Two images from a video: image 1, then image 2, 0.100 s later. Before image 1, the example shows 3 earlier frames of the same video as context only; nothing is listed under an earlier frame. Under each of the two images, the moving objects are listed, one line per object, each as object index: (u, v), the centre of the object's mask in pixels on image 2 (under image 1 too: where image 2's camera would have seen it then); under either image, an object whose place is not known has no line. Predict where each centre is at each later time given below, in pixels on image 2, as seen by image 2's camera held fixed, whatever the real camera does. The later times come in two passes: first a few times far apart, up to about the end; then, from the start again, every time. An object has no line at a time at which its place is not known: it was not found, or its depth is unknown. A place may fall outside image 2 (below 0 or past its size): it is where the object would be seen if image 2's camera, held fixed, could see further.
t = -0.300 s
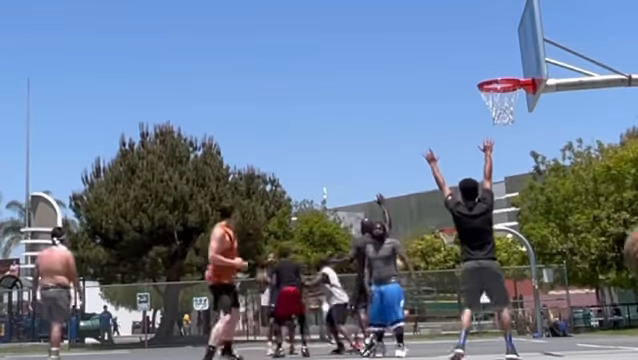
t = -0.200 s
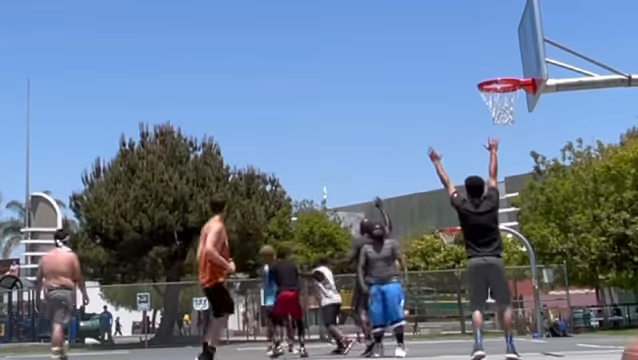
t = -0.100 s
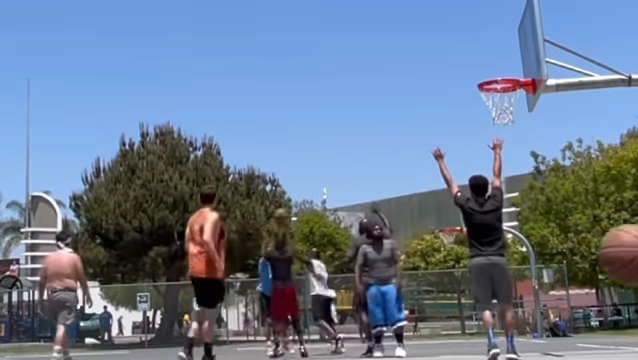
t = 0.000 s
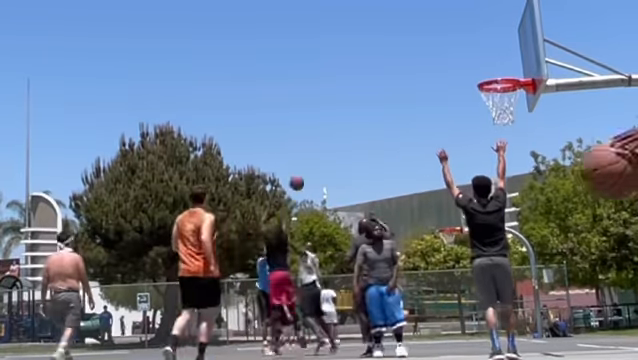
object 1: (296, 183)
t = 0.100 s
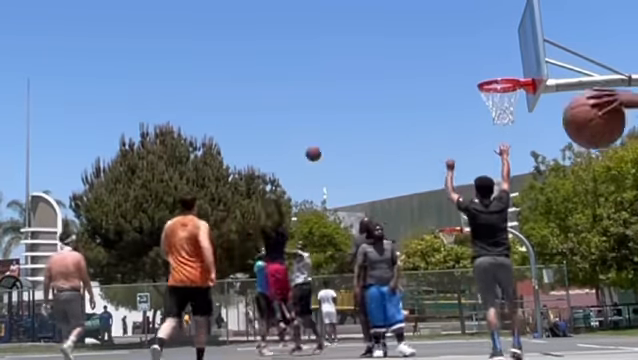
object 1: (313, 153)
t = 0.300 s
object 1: (350, 105)
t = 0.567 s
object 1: (412, 72)
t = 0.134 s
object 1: (319, 144)
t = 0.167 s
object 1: (325, 136)
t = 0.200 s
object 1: (331, 128)
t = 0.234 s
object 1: (337, 120)
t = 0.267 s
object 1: (343, 112)
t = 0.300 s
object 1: (350, 105)
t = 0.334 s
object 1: (357, 99)
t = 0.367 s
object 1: (364, 94)
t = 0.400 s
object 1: (371, 89)
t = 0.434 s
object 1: (379, 83)
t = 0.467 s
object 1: (387, 79)
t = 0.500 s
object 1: (395, 76)
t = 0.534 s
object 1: (403, 74)
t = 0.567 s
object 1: (412, 72)
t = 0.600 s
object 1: (420, 71)
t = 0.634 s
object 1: (430, 71)
